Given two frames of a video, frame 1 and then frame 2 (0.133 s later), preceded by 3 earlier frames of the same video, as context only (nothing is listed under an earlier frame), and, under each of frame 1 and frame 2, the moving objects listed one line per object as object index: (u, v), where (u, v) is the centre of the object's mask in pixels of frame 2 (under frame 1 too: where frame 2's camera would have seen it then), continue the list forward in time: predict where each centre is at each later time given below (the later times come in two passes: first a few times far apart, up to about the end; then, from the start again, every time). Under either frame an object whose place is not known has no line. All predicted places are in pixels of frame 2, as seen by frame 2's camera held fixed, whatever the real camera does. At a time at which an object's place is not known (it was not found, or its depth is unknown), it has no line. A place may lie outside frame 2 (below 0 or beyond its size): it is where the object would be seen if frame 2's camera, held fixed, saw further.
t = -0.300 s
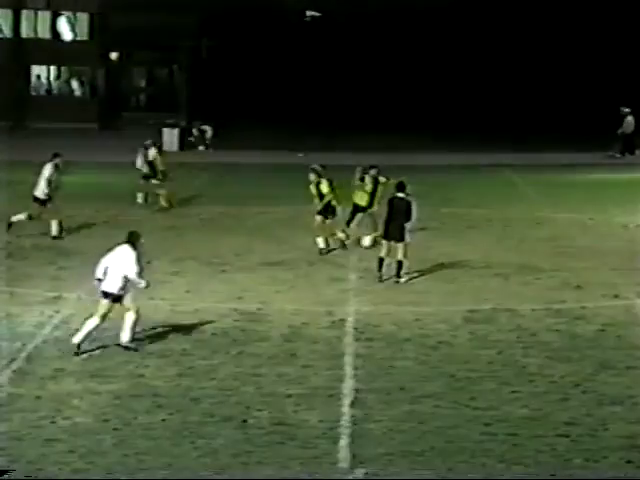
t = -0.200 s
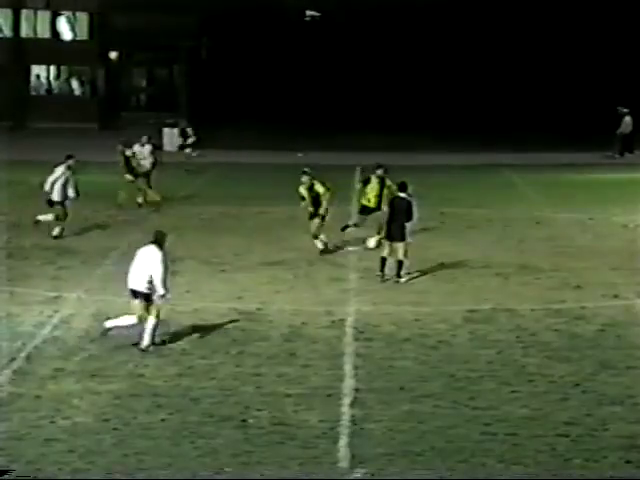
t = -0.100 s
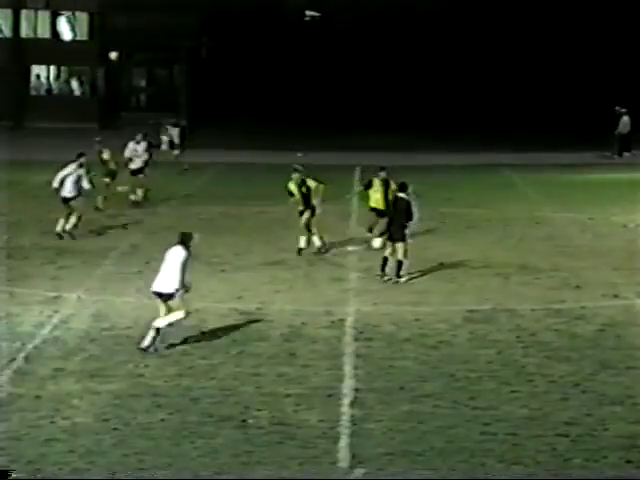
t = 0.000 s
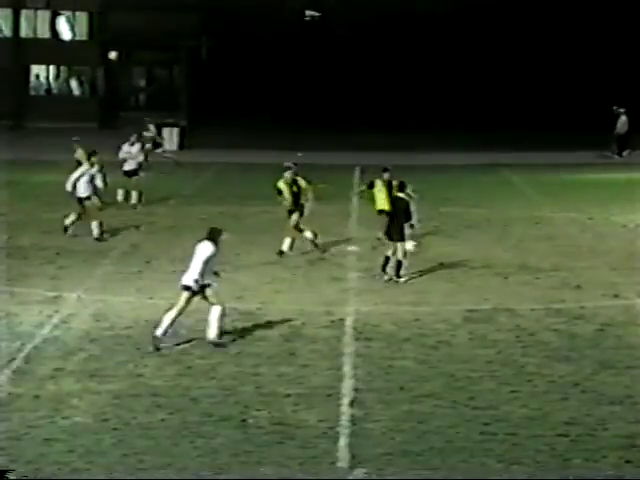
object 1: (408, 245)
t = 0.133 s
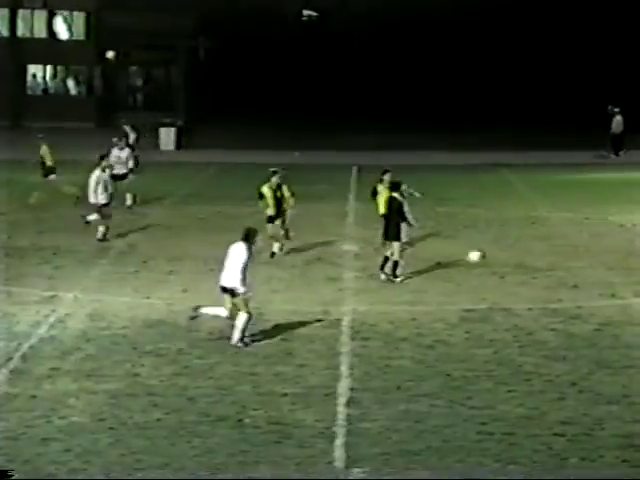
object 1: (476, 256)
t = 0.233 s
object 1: (523, 259)
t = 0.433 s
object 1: (624, 272)
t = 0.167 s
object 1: (492, 258)
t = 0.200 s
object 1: (508, 259)
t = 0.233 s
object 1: (523, 259)
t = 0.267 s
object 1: (540, 261)
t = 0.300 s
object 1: (558, 263)
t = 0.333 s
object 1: (576, 268)
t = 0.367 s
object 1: (592, 272)
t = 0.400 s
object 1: (611, 275)
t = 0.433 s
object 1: (624, 272)
